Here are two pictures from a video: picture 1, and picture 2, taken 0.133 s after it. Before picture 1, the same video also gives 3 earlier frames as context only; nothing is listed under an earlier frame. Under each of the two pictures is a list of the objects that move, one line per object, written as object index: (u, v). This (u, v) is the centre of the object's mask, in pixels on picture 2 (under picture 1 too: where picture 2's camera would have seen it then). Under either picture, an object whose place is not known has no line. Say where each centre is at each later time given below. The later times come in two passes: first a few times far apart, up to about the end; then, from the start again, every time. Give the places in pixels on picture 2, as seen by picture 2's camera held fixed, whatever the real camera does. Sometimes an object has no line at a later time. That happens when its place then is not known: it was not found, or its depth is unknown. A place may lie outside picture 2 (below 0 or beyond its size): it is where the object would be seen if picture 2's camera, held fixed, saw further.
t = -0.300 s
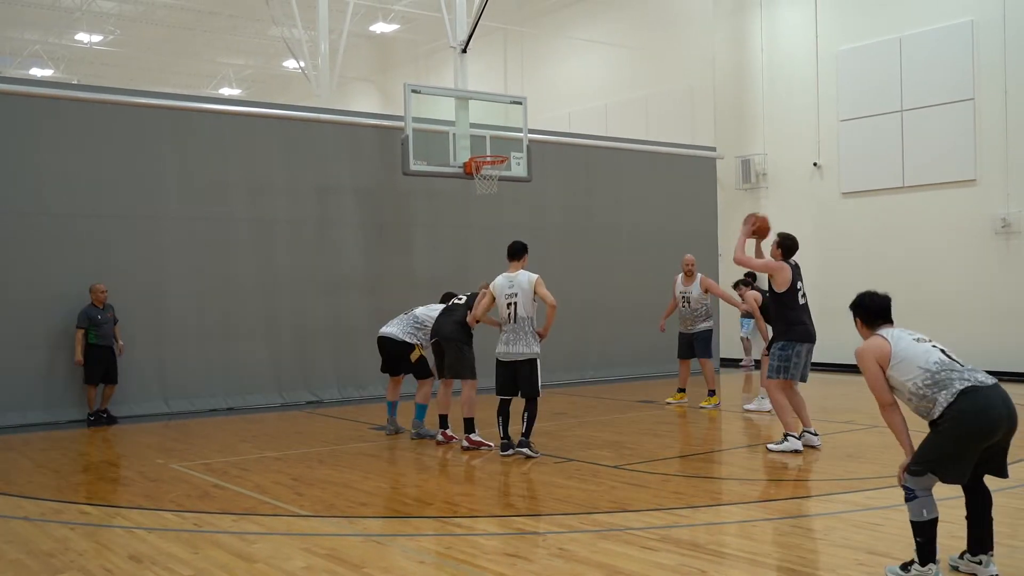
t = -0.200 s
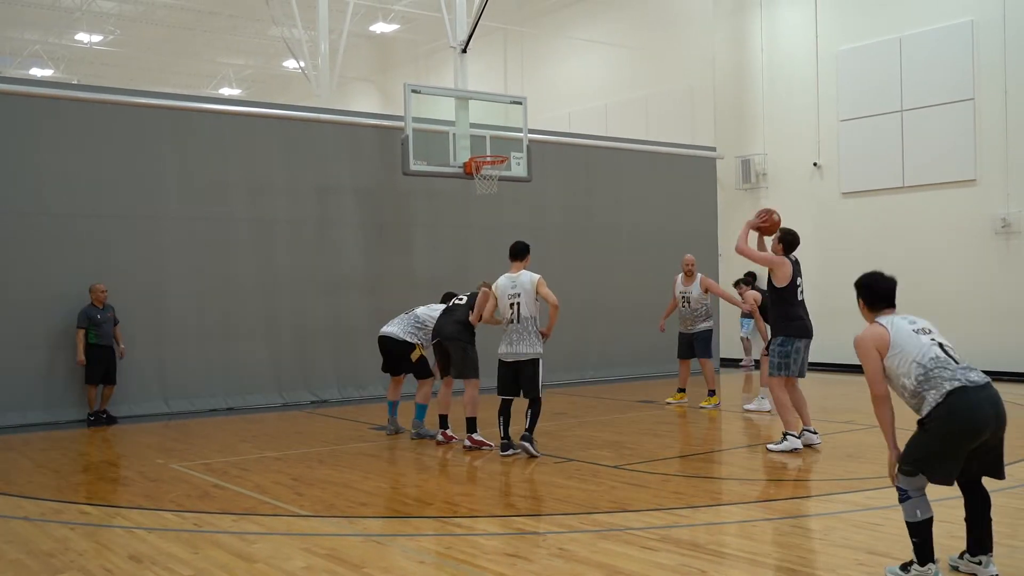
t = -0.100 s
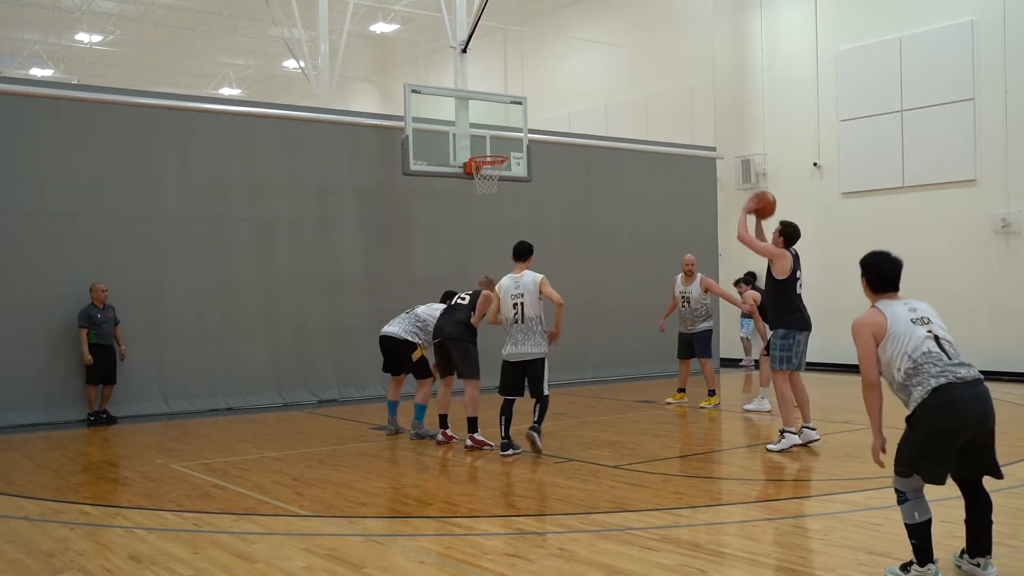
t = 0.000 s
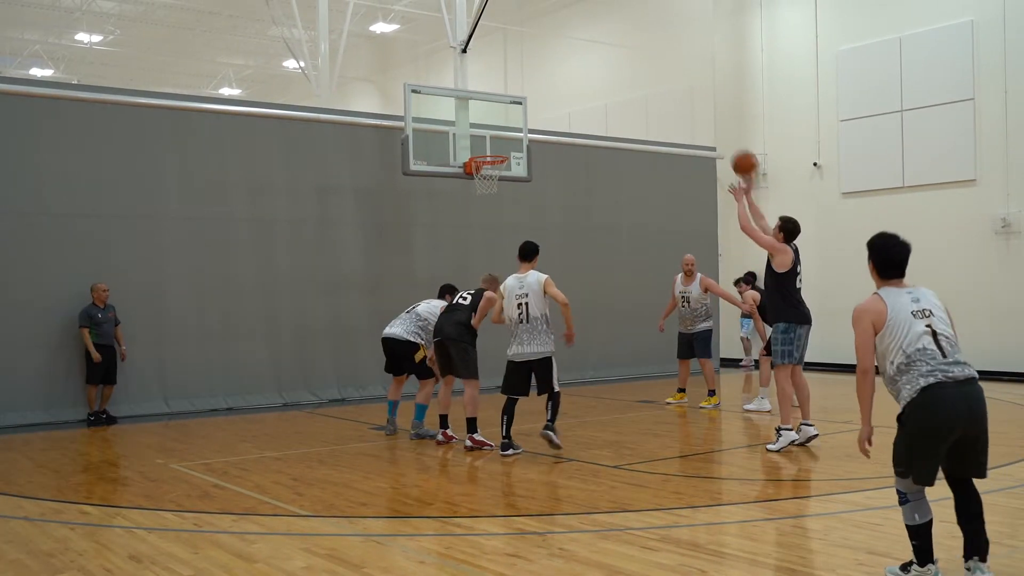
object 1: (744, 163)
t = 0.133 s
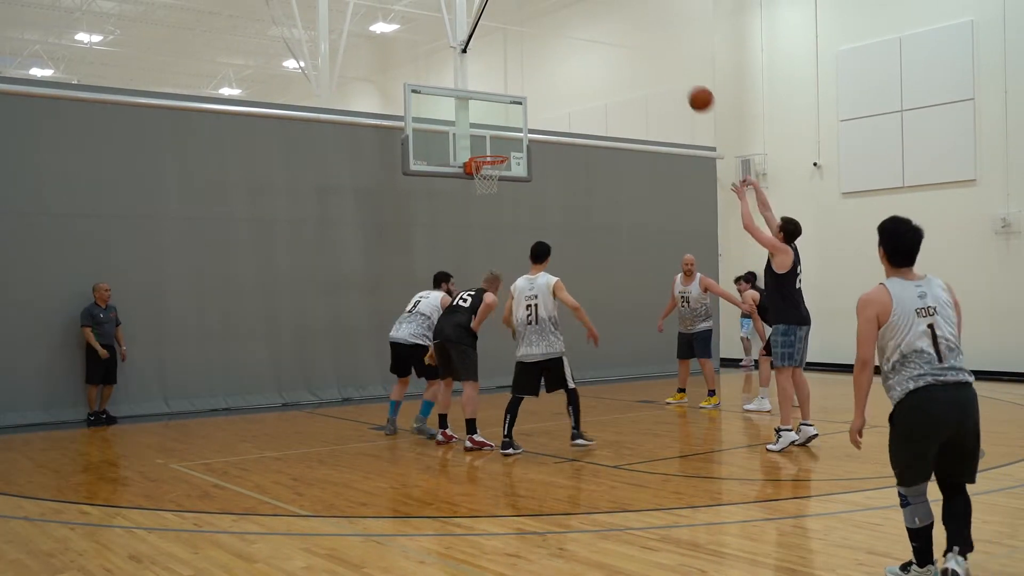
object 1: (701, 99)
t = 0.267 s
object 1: (661, 57)
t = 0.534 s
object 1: (594, 32)
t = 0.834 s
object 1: (532, 77)
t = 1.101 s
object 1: (486, 157)
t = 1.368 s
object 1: (484, 181)
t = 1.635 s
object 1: (464, 216)
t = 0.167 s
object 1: (690, 86)
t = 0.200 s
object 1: (680, 75)
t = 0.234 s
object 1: (671, 66)
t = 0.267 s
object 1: (661, 57)
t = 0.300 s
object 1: (652, 50)
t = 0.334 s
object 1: (643, 44)
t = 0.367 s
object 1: (634, 40)
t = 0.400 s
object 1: (626, 36)
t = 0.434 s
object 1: (617, 33)
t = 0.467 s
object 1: (610, 32)
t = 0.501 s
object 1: (602, 31)
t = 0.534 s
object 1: (594, 32)
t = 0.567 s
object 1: (586, 33)
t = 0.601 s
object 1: (579, 36)
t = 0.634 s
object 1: (572, 39)
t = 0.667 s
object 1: (565, 43)
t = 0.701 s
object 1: (558, 49)
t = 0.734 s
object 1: (551, 54)
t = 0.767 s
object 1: (545, 61)
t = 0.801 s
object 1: (539, 69)
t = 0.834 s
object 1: (532, 77)
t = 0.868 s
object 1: (526, 86)
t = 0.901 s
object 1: (520, 96)
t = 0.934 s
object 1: (514, 107)
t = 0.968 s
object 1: (508, 118)
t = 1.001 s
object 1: (503, 130)
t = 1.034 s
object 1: (497, 143)
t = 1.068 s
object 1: (492, 153)
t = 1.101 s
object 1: (486, 157)
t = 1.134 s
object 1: (483, 158)
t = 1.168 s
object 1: (489, 160)
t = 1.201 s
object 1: (498, 162)
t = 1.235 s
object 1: (497, 165)
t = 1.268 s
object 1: (494, 169)
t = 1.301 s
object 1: (489, 176)
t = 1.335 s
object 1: (488, 178)
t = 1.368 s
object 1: (484, 181)
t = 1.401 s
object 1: (480, 183)
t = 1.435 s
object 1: (478, 184)
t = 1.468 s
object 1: (475, 188)
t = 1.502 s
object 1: (473, 192)
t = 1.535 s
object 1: (471, 197)
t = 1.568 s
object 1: (469, 202)
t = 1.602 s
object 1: (467, 209)
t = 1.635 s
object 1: (464, 216)
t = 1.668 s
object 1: (462, 224)
